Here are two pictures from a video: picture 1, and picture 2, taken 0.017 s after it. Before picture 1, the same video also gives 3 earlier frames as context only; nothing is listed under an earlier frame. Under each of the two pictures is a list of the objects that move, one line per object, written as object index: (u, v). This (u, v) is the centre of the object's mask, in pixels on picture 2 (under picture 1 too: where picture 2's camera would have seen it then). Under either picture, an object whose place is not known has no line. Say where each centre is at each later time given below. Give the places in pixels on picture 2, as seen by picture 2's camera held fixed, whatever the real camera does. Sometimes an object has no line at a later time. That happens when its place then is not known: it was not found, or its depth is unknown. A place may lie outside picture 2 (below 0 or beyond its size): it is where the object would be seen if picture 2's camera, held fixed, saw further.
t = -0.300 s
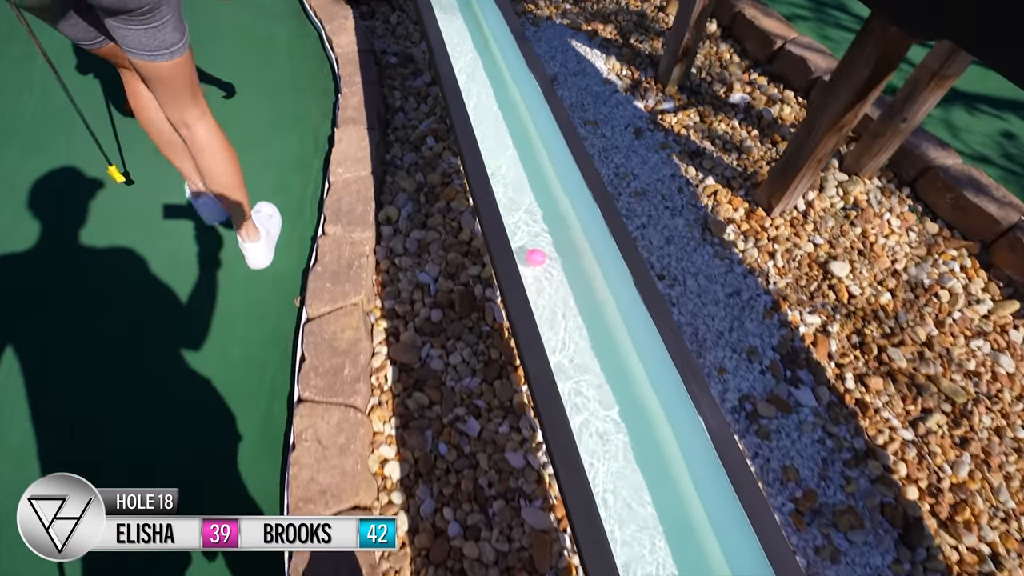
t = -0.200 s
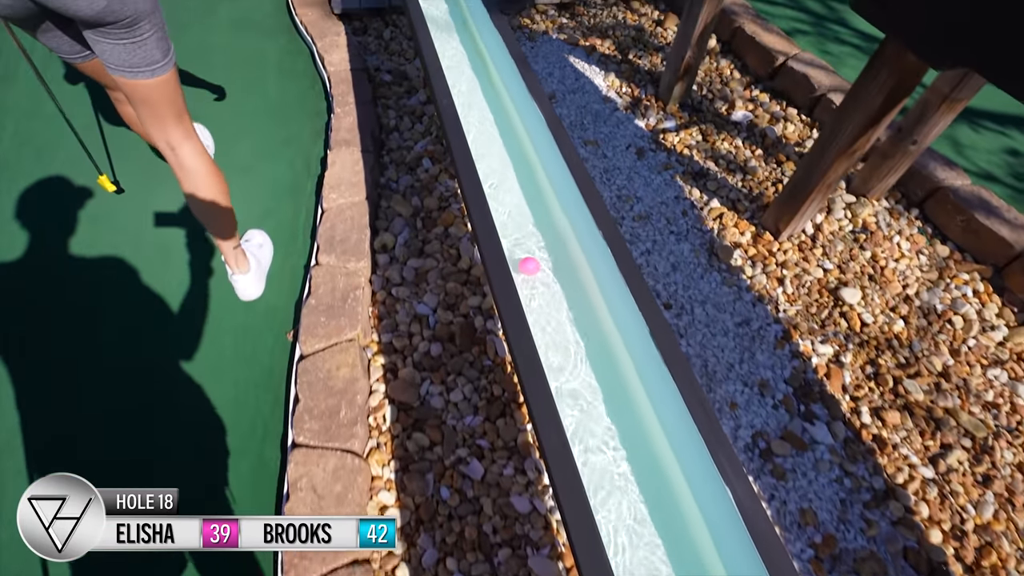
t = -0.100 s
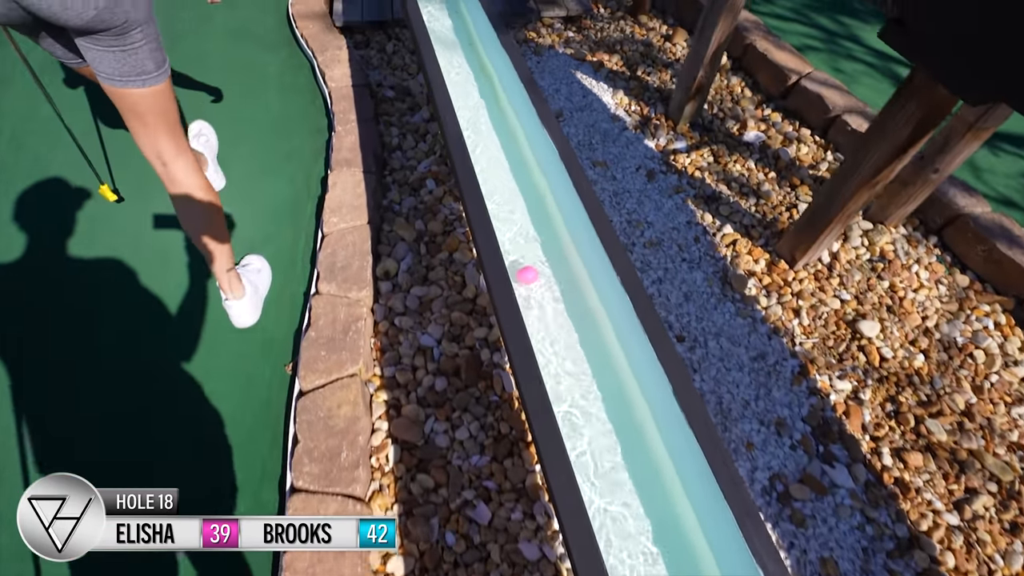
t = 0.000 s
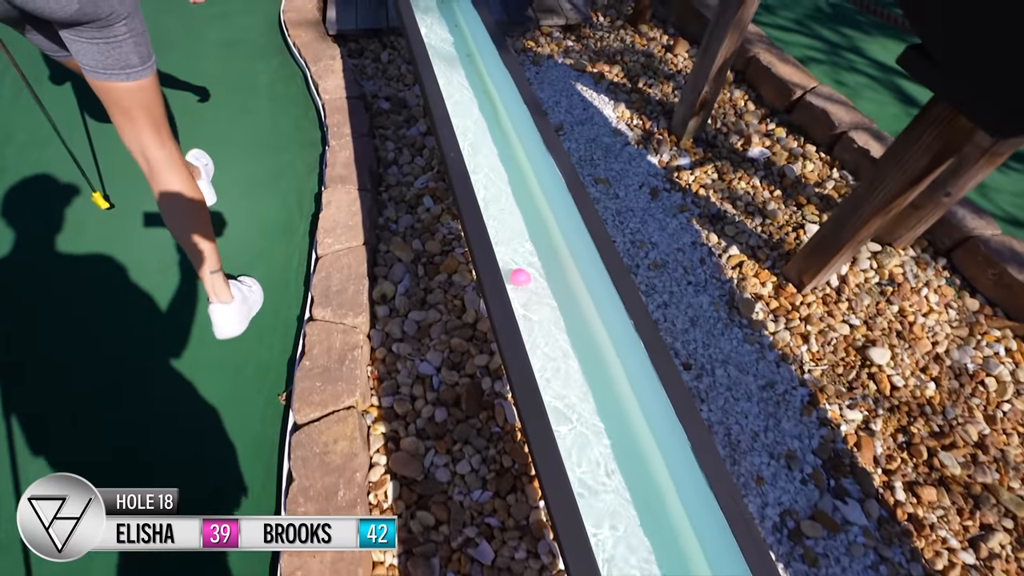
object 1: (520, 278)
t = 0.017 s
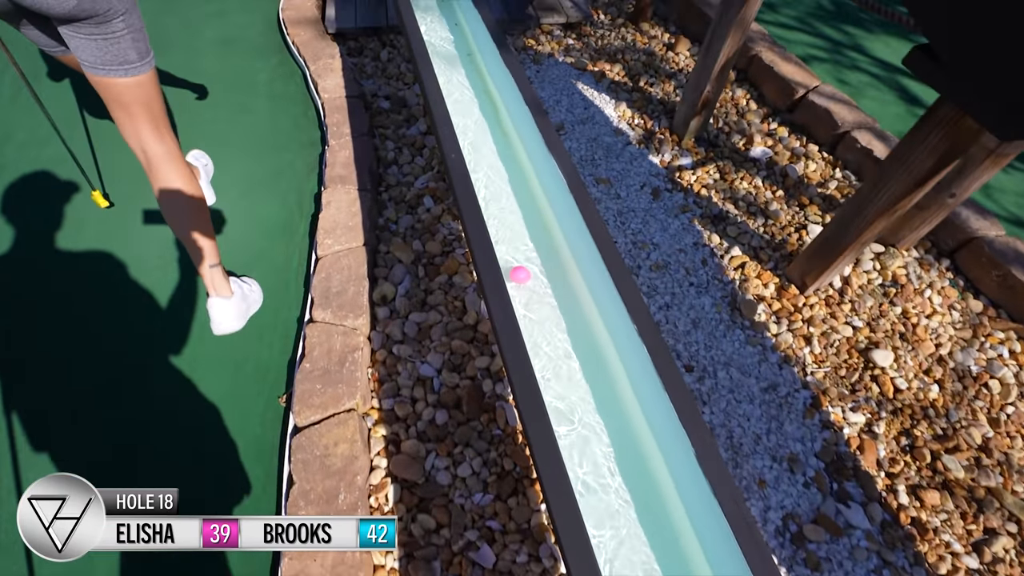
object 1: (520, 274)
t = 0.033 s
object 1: (518, 270)
